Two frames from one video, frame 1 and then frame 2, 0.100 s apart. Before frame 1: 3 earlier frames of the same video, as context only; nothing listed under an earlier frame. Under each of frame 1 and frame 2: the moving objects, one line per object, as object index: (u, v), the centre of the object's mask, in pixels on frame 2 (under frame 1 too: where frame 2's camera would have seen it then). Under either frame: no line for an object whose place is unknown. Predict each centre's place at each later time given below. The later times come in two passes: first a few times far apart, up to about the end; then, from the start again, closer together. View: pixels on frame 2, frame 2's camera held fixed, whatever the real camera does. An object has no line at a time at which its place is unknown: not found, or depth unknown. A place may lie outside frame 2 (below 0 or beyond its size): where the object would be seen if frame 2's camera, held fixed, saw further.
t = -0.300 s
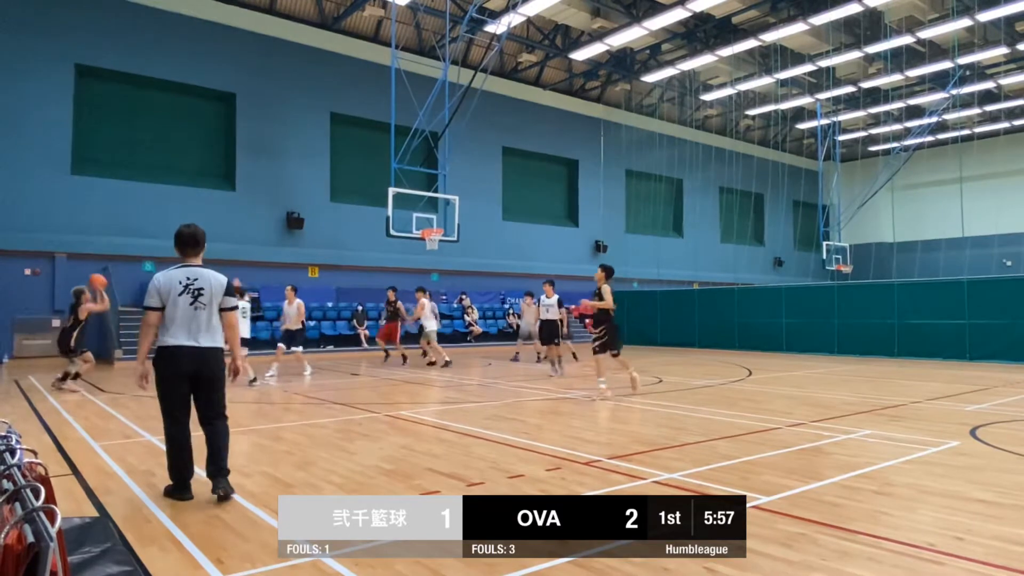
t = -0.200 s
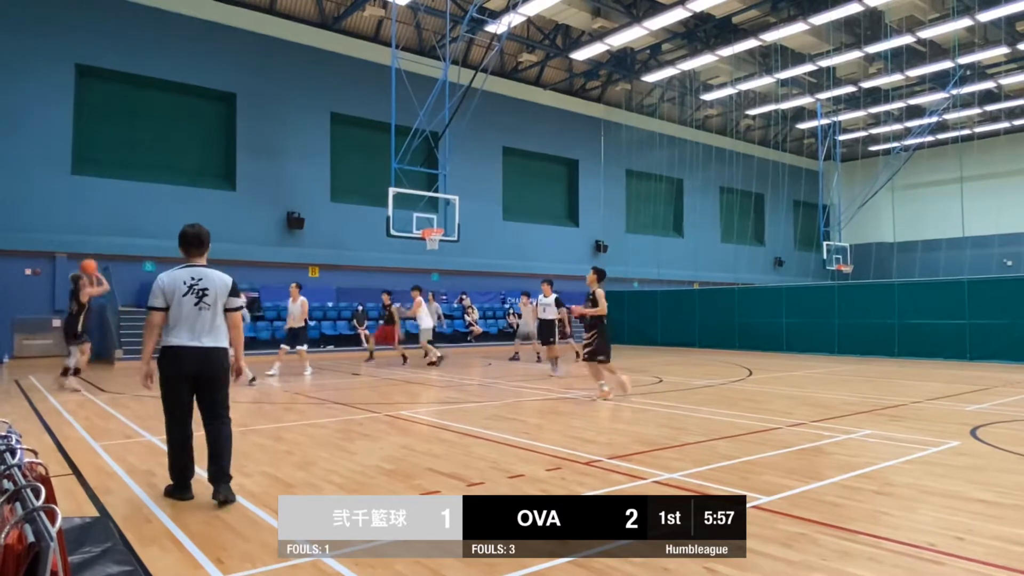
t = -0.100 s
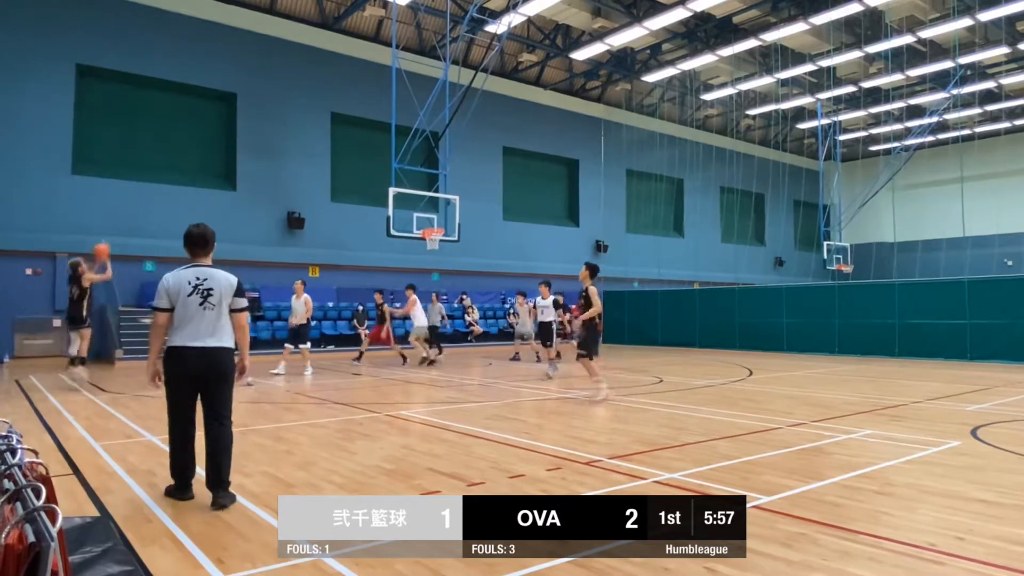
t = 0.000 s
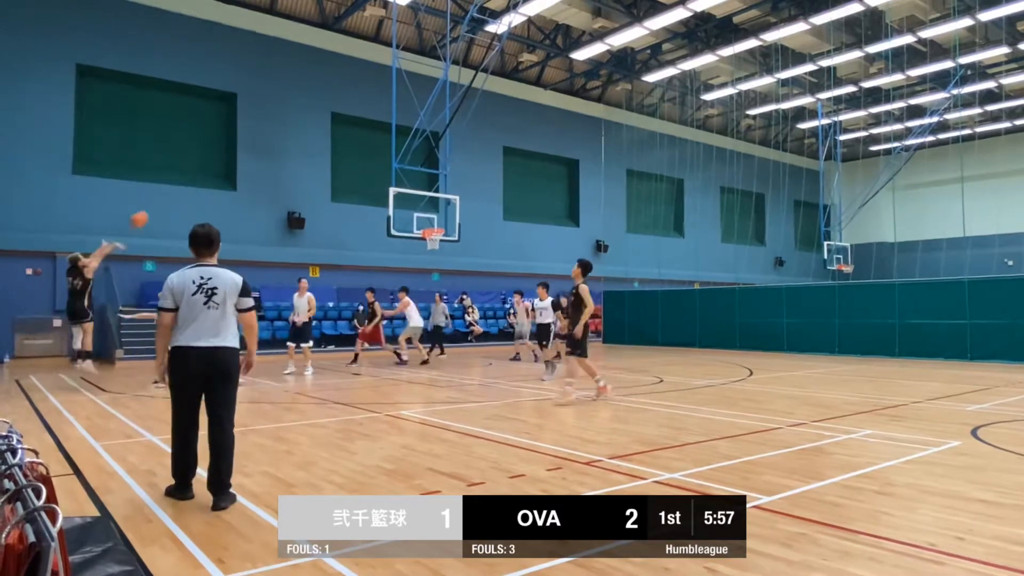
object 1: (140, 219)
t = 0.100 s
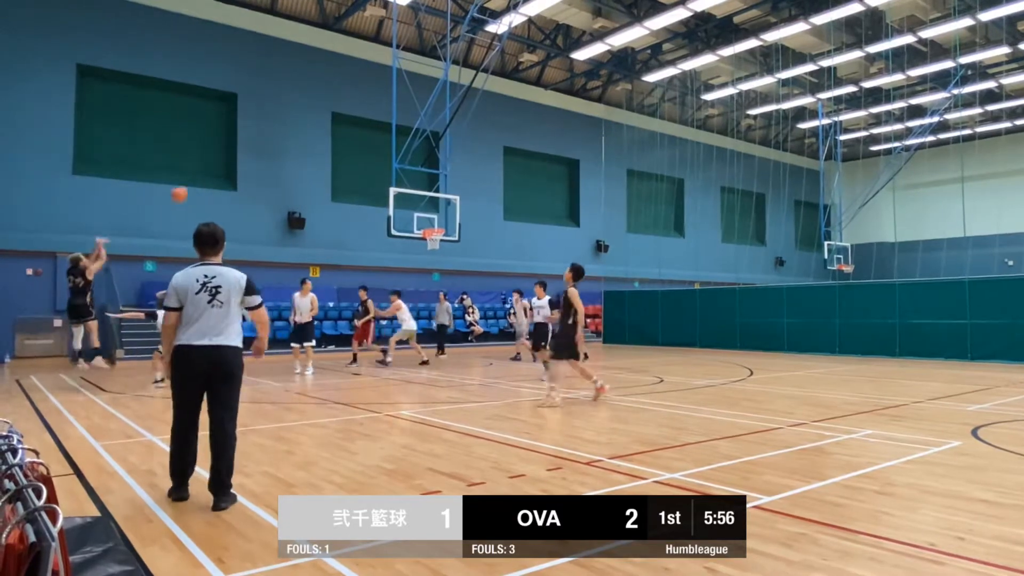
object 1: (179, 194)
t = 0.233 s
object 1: (228, 172)
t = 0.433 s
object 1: (290, 160)
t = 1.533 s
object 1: (475, 203)
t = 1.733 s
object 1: (493, 223)
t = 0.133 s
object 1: (192, 187)
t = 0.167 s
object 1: (204, 181)
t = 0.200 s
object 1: (216, 176)
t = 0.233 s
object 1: (228, 172)
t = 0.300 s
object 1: (249, 165)
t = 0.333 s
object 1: (260, 163)
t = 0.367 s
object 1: (270, 161)
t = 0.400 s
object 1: (281, 160)
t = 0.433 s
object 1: (290, 160)
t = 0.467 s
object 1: (300, 160)
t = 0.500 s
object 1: (309, 160)
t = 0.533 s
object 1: (317, 162)
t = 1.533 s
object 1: (475, 203)
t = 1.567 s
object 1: (479, 205)
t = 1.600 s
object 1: (482, 208)
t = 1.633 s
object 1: (485, 211)
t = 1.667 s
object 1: (488, 215)
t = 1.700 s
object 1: (491, 218)
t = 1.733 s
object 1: (493, 223)
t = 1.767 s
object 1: (496, 228)
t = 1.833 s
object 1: (502, 238)
